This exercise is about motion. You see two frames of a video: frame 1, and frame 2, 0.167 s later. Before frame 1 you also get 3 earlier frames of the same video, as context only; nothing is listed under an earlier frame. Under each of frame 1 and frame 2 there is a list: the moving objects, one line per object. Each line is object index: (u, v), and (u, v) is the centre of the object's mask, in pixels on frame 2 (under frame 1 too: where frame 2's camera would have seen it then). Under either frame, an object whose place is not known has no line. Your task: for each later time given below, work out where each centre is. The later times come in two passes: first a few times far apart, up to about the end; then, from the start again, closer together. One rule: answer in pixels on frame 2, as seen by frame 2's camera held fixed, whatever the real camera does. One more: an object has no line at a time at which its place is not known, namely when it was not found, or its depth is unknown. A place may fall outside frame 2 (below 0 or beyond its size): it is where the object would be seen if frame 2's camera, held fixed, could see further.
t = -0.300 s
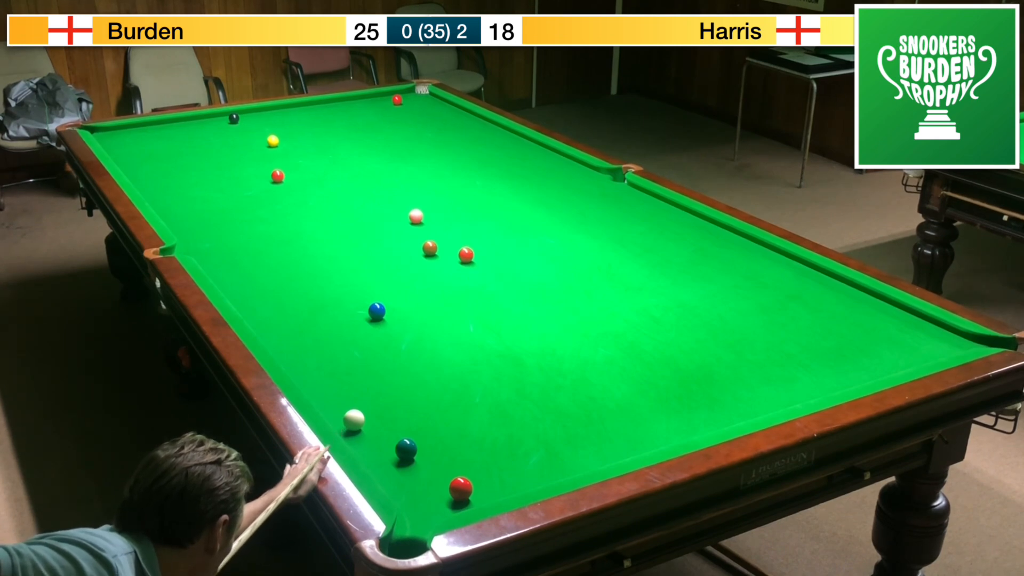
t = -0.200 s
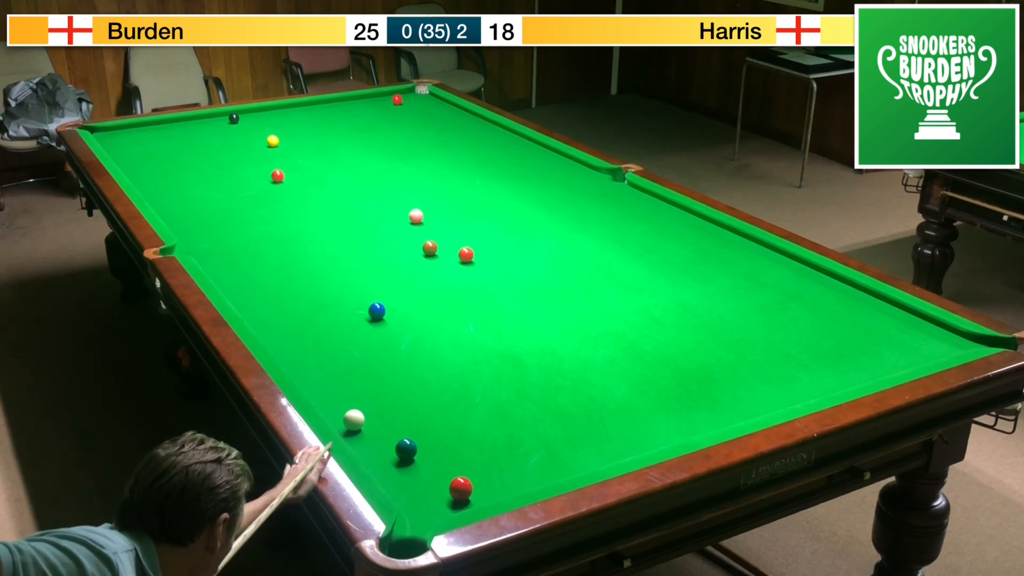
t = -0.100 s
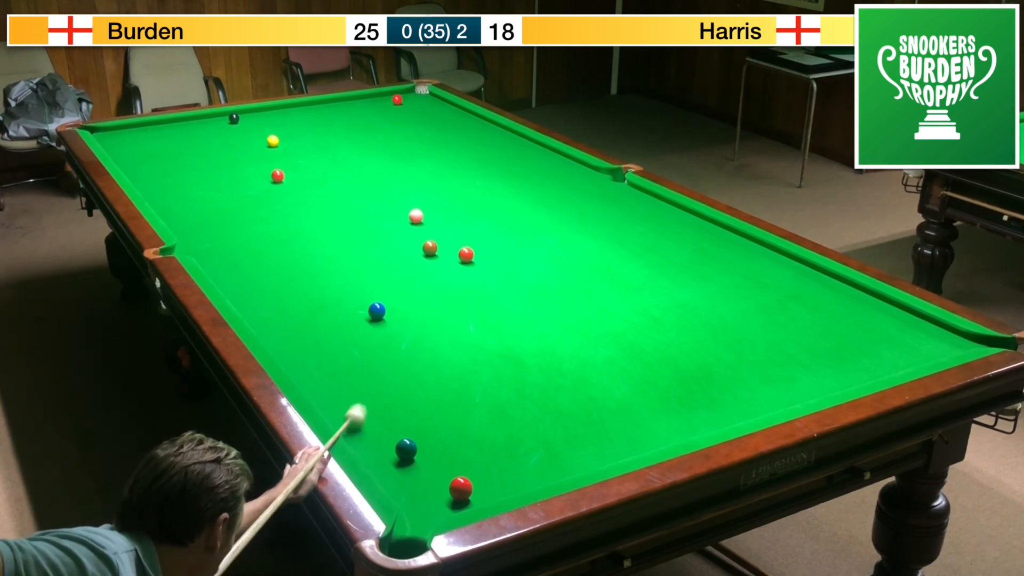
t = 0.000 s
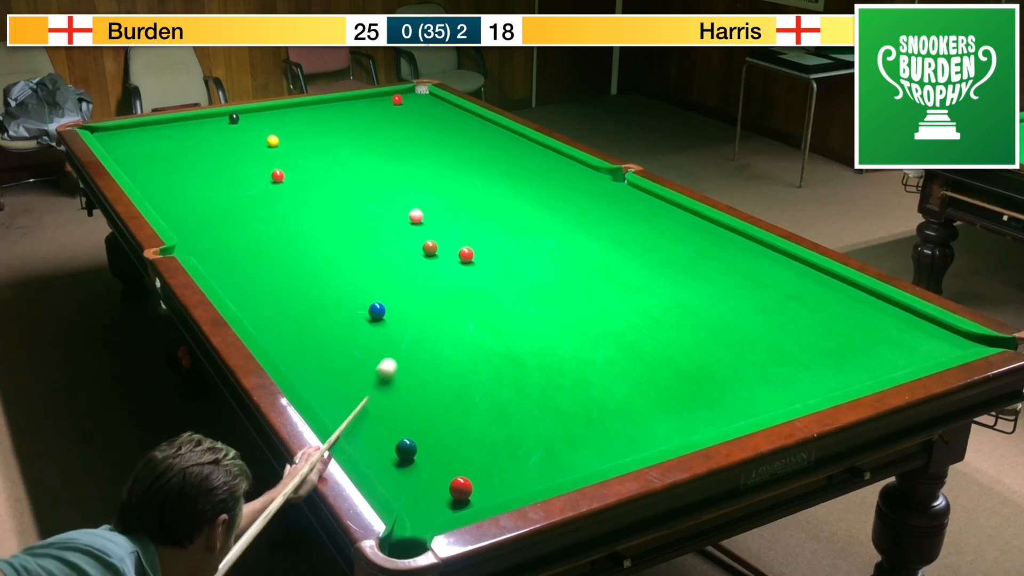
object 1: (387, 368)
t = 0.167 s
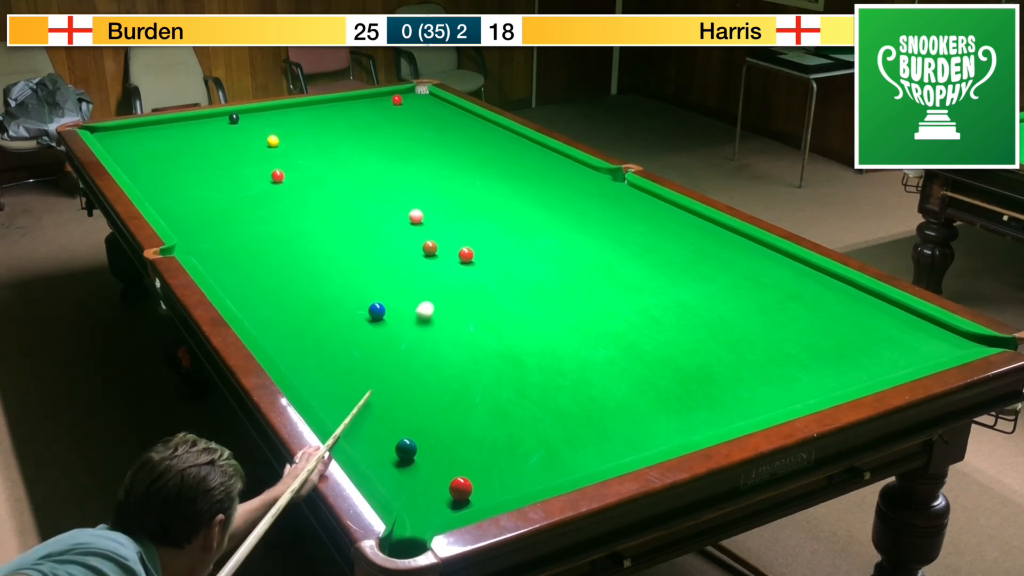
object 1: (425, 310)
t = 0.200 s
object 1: (431, 300)
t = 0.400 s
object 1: (452, 257)
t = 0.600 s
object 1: (441, 251)
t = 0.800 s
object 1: (444, 243)
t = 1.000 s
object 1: (447, 237)
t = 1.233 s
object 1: (451, 229)
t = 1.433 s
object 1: (453, 224)
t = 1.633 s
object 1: (456, 219)
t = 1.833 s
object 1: (457, 215)
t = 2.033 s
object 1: (459, 211)
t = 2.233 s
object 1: (461, 208)
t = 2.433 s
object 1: (462, 204)
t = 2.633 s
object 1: (463, 202)
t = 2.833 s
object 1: (465, 200)
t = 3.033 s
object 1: (466, 198)
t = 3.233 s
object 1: (467, 197)
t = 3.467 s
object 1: (467, 196)
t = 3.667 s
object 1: (467, 195)
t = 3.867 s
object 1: (467, 195)
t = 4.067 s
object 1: (467, 195)
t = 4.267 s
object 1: (467, 195)
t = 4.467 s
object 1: (467, 195)
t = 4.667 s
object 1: (467, 195)
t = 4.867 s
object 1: (467, 195)
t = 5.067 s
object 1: (467, 195)
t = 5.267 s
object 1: (467, 195)
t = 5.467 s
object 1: (467, 195)
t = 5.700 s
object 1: (467, 195)
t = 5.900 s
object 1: (467, 195)
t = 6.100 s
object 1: (467, 195)
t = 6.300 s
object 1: (467, 195)
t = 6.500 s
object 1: (467, 195)
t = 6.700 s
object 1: (467, 195)
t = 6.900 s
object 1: (467, 195)
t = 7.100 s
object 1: (467, 195)
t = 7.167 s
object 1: (467, 195)
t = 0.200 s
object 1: (431, 300)
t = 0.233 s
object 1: (437, 291)
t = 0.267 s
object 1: (443, 281)
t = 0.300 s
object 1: (449, 273)
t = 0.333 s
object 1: (454, 264)
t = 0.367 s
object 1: (457, 259)
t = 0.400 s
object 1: (452, 257)
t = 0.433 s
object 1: (447, 256)
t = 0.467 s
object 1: (443, 254)
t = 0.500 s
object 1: (439, 252)
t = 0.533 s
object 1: (440, 252)
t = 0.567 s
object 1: (440, 251)
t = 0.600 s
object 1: (441, 251)
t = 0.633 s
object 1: (442, 249)
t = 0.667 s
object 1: (442, 248)
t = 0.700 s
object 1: (443, 247)
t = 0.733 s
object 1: (443, 245)
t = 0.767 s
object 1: (444, 244)
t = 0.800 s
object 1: (444, 243)
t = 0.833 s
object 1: (445, 242)
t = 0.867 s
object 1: (446, 241)
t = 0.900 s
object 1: (446, 240)
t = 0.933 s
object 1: (447, 239)
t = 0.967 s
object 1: (447, 238)
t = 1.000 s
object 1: (447, 237)
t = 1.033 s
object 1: (448, 235)
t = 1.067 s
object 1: (449, 234)
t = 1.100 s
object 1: (449, 233)
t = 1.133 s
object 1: (449, 232)
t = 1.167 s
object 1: (450, 231)
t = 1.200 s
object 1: (450, 230)
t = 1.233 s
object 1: (451, 229)
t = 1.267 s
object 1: (451, 229)
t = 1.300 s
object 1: (452, 227)
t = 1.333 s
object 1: (452, 227)
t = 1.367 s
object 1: (453, 226)
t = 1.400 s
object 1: (453, 225)
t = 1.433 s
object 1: (453, 224)
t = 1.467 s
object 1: (454, 223)
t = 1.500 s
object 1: (454, 222)
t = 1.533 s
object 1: (454, 222)
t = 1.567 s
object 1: (455, 221)
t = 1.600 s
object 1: (455, 220)
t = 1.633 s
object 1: (456, 219)
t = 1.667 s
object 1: (456, 218)
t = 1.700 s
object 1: (456, 218)
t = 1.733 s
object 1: (456, 217)
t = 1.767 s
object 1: (457, 216)
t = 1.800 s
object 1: (457, 215)
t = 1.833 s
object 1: (457, 215)
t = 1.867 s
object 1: (458, 214)
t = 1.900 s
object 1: (458, 213)
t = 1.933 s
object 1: (458, 213)
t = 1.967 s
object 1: (459, 212)
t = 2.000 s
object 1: (459, 211)
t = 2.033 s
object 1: (459, 211)
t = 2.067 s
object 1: (459, 210)
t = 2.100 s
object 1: (460, 210)
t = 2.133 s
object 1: (460, 209)
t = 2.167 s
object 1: (460, 208)
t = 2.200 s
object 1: (460, 208)
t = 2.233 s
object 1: (461, 208)
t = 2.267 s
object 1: (461, 207)
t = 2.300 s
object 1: (461, 206)
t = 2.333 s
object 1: (461, 206)
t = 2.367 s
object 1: (462, 205)
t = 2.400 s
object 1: (462, 205)
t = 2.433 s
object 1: (462, 204)
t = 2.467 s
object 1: (462, 204)
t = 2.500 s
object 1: (462, 204)
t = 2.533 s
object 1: (463, 203)
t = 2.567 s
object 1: (463, 202)
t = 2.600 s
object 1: (463, 202)
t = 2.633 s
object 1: (463, 202)
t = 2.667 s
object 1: (464, 201)
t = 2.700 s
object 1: (464, 201)
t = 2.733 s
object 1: (464, 201)
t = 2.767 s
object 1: (464, 200)
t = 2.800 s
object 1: (464, 200)
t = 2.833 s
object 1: (465, 200)
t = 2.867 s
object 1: (465, 199)
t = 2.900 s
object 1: (465, 199)
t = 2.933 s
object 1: (465, 199)
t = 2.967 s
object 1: (466, 199)
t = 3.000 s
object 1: (466, 198)
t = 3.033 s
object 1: (466, 198)
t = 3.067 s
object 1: (466, 198)
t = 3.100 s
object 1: (466, 197)
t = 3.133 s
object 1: (466, 197)
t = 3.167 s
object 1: (466, 197)
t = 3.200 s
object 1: (467, 197)
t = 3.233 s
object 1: (467, 197)
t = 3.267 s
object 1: (467, 197)
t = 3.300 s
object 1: (467, 197)
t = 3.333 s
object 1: (467, 197)
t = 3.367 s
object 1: (467, 196)
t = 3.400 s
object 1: (467, 196)
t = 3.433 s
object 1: (467, 196)
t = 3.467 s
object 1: (467, 196)
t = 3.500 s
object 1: (467, 196)
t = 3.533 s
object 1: (467, 196)
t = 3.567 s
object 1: (467, 196)
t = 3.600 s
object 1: (467, 196)
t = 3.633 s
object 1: (467, 195)
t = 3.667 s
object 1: (467, 195)
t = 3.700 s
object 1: (467, 195)
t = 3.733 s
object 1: (467, 195)
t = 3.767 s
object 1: (467, 195)
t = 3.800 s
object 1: (467, 195)
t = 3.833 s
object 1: (467, 195)
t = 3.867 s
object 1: (467, 195)
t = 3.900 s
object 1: (467, 195)
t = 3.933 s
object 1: (467, 195)
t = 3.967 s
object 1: (467, 195)
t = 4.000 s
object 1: (467, 195)
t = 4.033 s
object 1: (467, 195)
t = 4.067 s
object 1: (467, 195)
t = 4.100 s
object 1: (467, 195)
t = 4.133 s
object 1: (467, 195)
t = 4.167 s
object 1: (467, 195)
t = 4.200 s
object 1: (467, 195)
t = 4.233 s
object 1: (467, 195)
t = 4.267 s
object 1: (467, 195)
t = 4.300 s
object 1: (467, 195)
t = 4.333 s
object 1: (467, 195)
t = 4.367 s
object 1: (467, 195)
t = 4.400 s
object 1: (467, 195)
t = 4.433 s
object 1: (467, 195)
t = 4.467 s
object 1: (467, 195)
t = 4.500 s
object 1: (467, 195)
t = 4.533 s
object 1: (467, 195)
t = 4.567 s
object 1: (467, 195)
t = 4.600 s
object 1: (467, 195)
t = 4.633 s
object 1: (467, 195)
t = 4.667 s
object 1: (467, 195)
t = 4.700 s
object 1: (467, 195)
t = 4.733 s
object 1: (467, 195)
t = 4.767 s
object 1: (467, 195)
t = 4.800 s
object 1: (467, 195)
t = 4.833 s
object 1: (467, 195)
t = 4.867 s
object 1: (467, 195)
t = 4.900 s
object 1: (467, 195)
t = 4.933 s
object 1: (467, 195)
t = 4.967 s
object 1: (467, 195)
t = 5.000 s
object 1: (467, 195)
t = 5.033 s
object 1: (467, 195)
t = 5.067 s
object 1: (467, 195)
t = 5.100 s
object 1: (467, 195)
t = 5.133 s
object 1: (467, 195)
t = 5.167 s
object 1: (467, 195)
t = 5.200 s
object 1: (467, 195)
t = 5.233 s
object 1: (467, 195)
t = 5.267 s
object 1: (467, 195)
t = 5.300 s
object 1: (467, 195)
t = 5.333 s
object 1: (467, 195)
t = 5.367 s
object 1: (467, 195)
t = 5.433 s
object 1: (467, 195)
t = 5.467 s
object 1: (467, 195)
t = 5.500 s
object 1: (467, 195)
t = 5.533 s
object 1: (467, 195)
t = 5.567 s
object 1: (467, 195)
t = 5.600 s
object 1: (467, 195)
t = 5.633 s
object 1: (467, 195)
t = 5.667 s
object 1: (467, 195)
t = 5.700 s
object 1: (467, 195)
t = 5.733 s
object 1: (467, 195)
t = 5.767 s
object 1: (467, 195)
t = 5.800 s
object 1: (467, 195)
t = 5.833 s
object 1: (467, 195)
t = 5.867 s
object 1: (467, 195)
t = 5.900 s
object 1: (467, 195)
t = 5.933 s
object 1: (467, 195)
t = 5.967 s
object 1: (467, 195)
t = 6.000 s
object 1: (467, 195)
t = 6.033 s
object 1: (467, 195)
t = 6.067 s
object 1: (467, 195)
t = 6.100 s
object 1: (467, 195)
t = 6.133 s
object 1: (467, 195)
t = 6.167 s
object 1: (467, 195)
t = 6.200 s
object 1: (467, 195)
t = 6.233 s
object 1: (467, 195)
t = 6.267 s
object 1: (467, 195)
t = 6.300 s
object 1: (467, 195)
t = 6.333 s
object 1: (467, 195)
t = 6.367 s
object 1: (467, 195)
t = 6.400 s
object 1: (467, 195)
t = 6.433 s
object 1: (467, 195)
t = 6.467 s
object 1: (467, 195)
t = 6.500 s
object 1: (467, 195)
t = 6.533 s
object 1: (467, 195)
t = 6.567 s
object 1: (467, 195)
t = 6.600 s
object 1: (467, 195)
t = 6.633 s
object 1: (467, 195)
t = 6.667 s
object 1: (467, 195)
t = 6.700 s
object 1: (467, 195)
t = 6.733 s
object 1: (467, 195)
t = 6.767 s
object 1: (467, 195)
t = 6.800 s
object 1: (467, 195)
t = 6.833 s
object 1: (467, 195)
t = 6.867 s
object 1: (467, 195)
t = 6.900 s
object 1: (467, 195)
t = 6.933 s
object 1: (467, 195)
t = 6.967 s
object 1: (467, 195)
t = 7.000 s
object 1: (467, 195)
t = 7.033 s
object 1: (467, 195)
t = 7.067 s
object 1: (467, 195)
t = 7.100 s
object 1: (467, 195)
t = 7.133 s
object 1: (467, 195)
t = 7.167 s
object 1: (467, 195)
